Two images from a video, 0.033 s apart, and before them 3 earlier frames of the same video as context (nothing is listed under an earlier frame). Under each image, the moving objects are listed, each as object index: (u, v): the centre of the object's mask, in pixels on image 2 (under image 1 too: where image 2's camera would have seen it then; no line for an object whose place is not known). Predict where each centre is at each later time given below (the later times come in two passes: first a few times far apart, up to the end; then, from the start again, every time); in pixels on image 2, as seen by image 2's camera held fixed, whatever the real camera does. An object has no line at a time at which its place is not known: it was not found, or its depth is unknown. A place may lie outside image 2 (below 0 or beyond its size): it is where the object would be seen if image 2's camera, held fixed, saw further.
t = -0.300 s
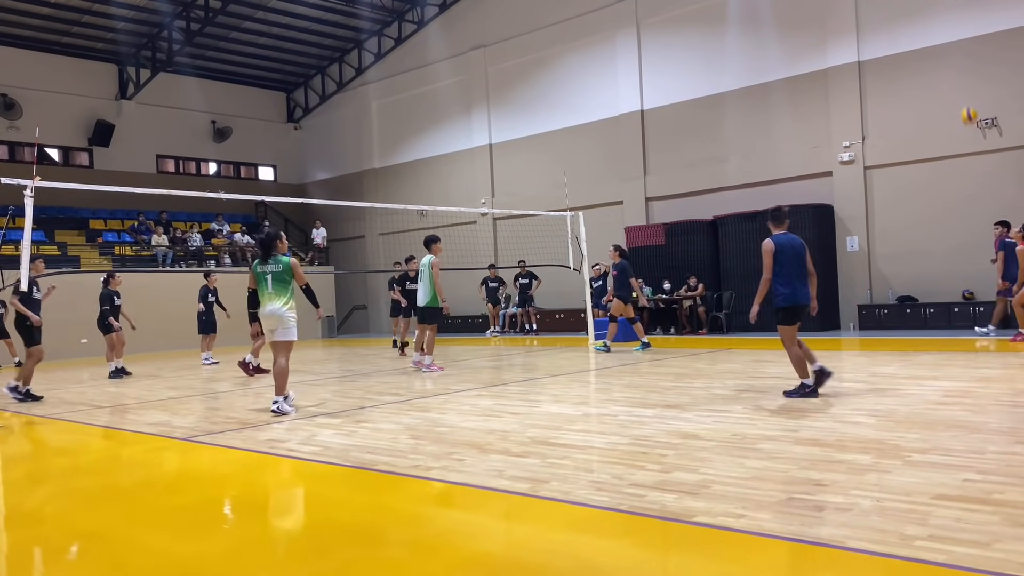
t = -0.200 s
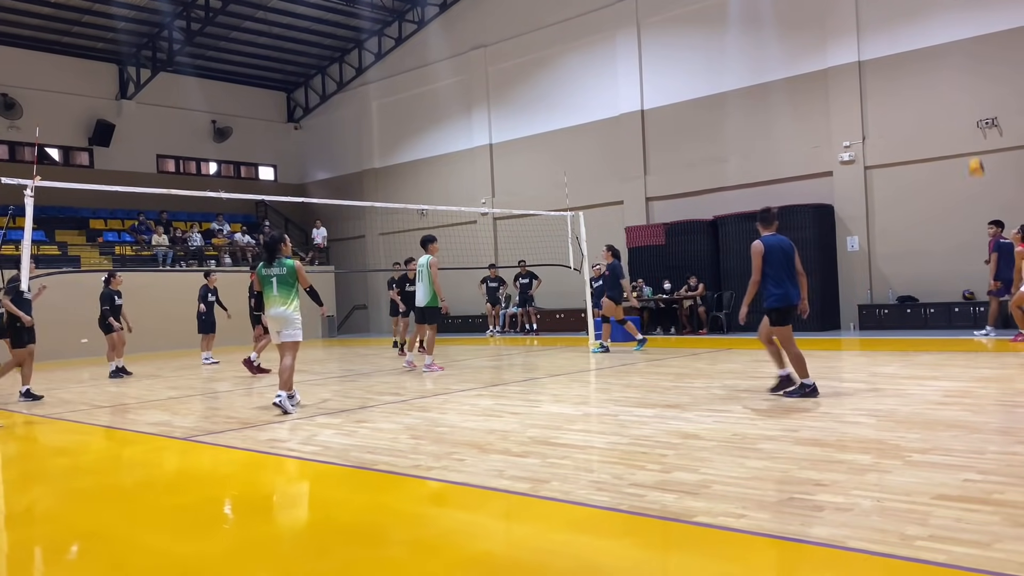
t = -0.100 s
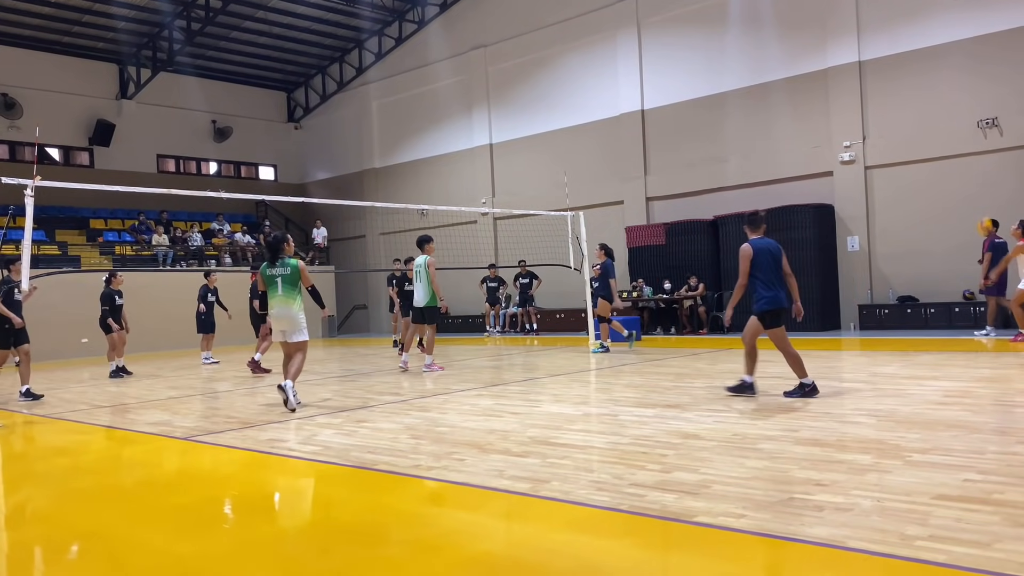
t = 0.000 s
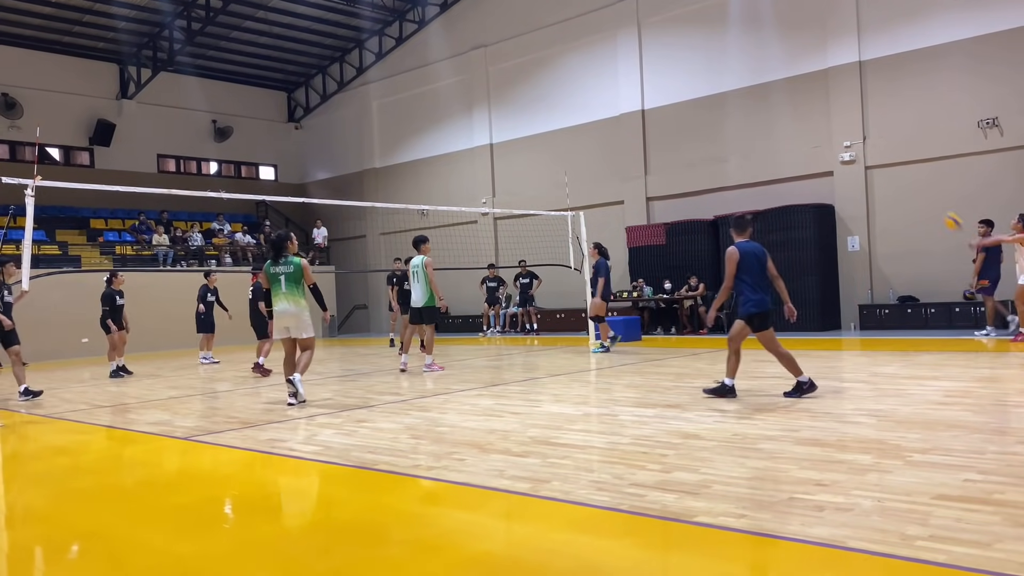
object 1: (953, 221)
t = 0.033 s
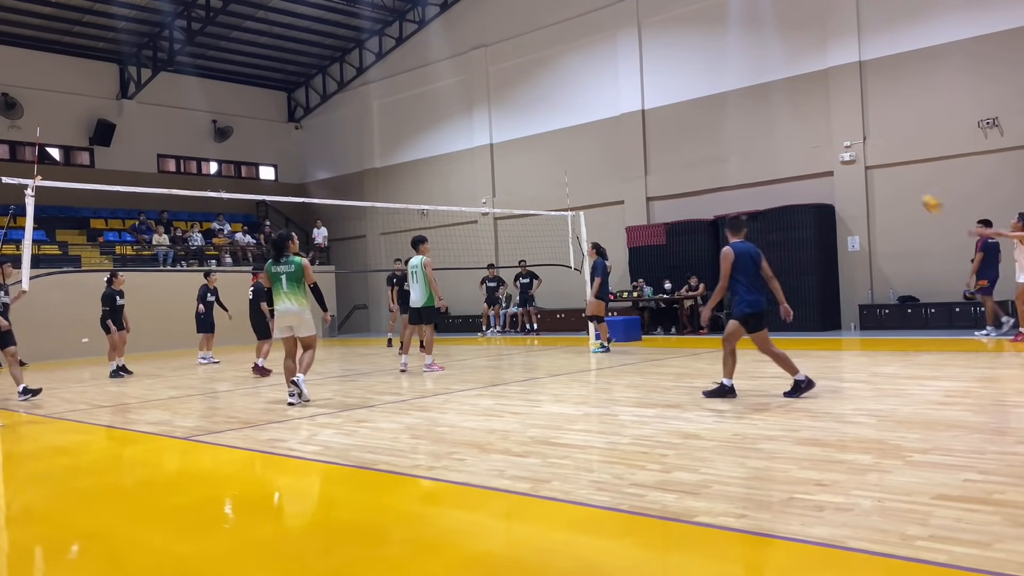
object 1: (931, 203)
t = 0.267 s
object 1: (793, 109)
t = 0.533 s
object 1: (646, 61)
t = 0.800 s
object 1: (513, 63)
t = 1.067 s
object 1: (392, 110)
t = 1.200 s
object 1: (338, 150)
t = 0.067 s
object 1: (911, 188)
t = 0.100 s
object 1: (891, 171)
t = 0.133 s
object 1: (870, 158)
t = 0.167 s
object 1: (851, 144)
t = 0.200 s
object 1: (830, 132)
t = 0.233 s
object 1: (812, 121)
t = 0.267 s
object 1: (793, 109)
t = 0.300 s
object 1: (772, 101)
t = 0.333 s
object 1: (756, 92)
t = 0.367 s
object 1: (736, 85)
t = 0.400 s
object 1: (718, 79)
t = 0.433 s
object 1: (699, 73)
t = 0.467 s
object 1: (681, 68)
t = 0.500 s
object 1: (664, 64)
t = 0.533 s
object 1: (646, 61)
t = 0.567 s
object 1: (628, 58)
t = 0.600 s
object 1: (611, 57)
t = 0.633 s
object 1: (595, 56)
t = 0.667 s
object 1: (578, 55)
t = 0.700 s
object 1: (561, 56)
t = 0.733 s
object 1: (545, 58)
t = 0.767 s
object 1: (528, 60)
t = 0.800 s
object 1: (513, 63)
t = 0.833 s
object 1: (497, 66)
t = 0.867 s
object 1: (482, 70)
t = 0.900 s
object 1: (466, 75)
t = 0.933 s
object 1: (451, 81)
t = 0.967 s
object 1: (436, 87)
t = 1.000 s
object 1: (421, 94)
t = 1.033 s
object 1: (407, 101)
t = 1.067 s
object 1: (392, 110)
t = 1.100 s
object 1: (378, 119)
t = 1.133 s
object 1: (365, 128)
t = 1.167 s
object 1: (351, 139)
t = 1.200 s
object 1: (338, 150)
